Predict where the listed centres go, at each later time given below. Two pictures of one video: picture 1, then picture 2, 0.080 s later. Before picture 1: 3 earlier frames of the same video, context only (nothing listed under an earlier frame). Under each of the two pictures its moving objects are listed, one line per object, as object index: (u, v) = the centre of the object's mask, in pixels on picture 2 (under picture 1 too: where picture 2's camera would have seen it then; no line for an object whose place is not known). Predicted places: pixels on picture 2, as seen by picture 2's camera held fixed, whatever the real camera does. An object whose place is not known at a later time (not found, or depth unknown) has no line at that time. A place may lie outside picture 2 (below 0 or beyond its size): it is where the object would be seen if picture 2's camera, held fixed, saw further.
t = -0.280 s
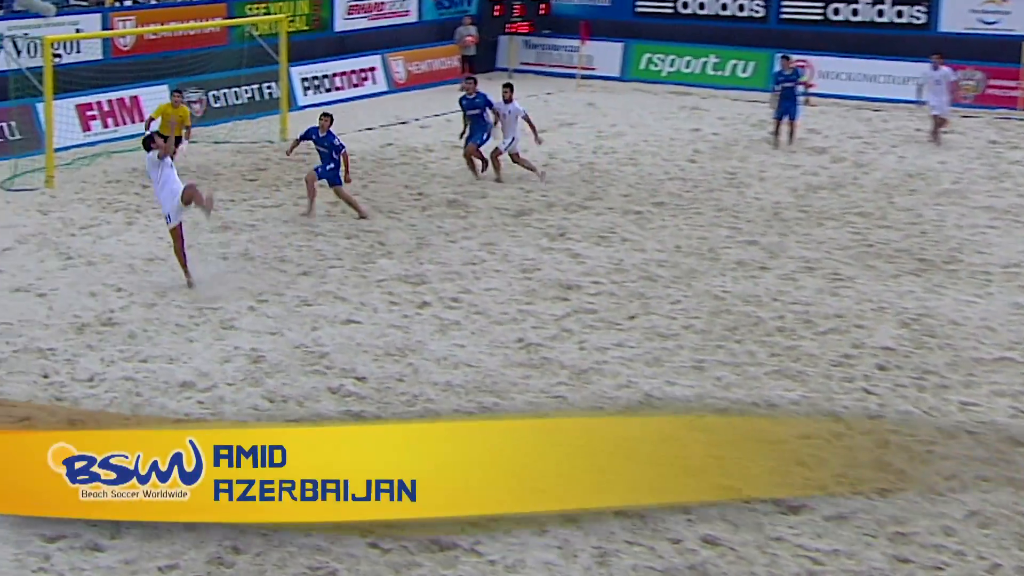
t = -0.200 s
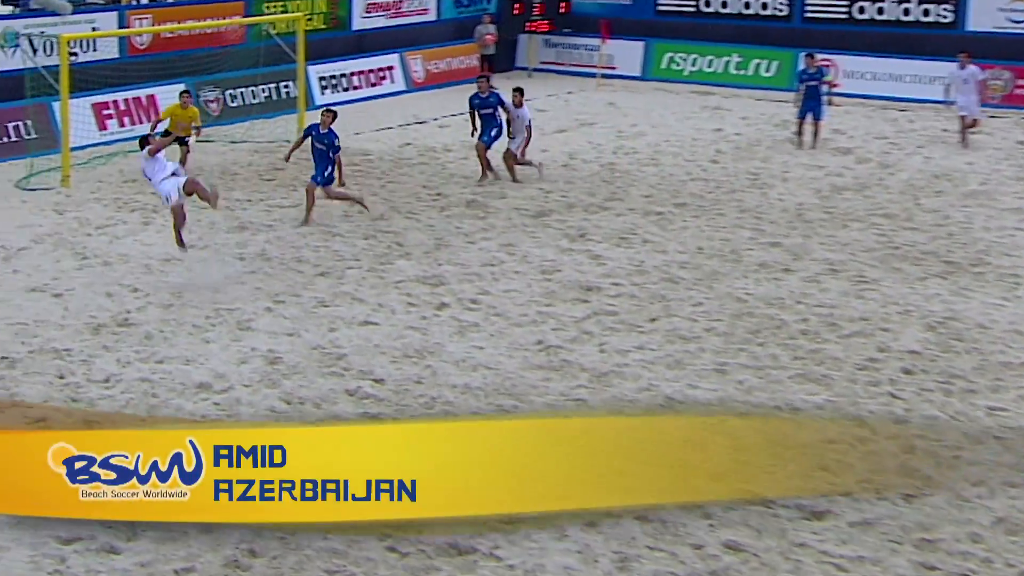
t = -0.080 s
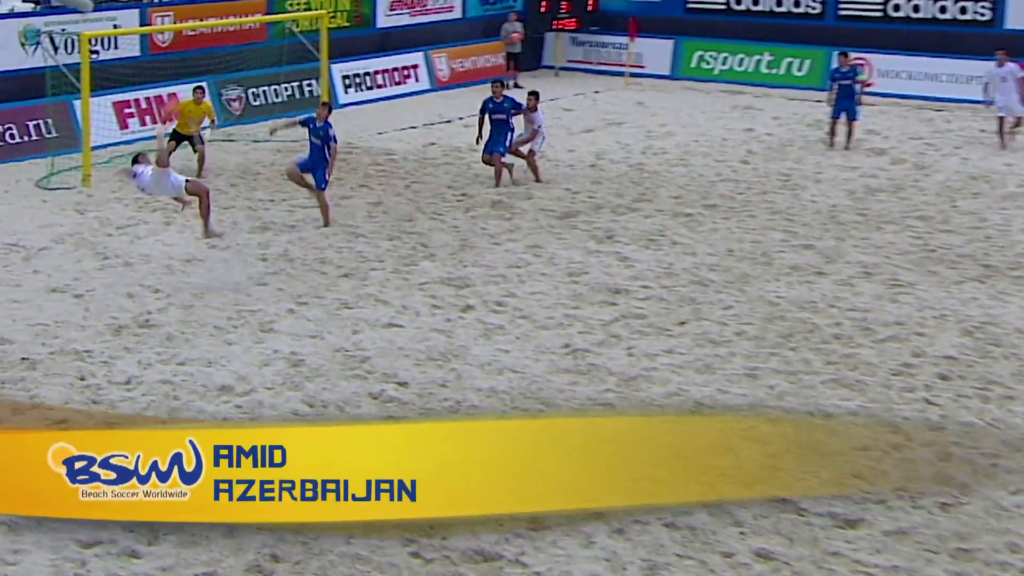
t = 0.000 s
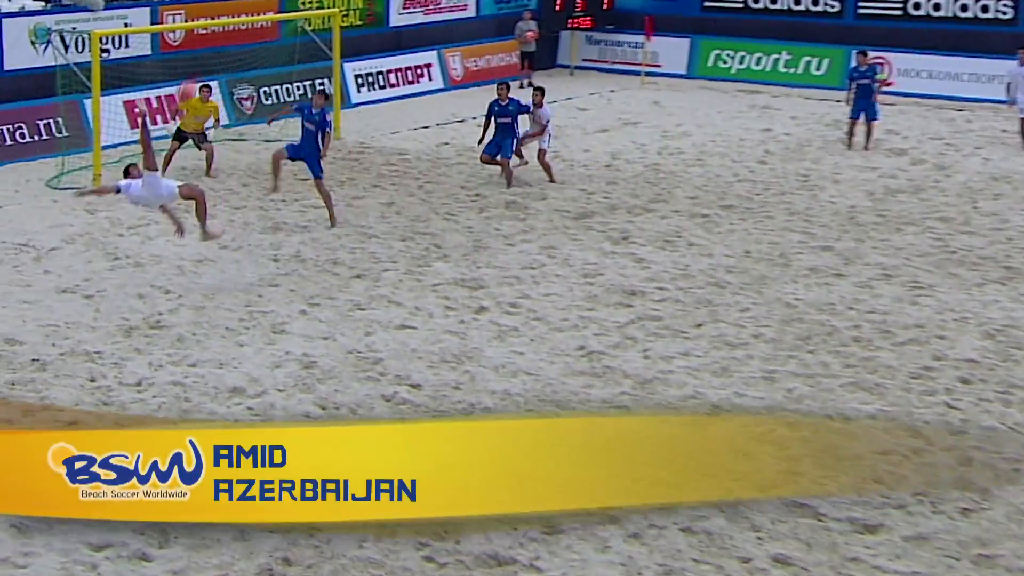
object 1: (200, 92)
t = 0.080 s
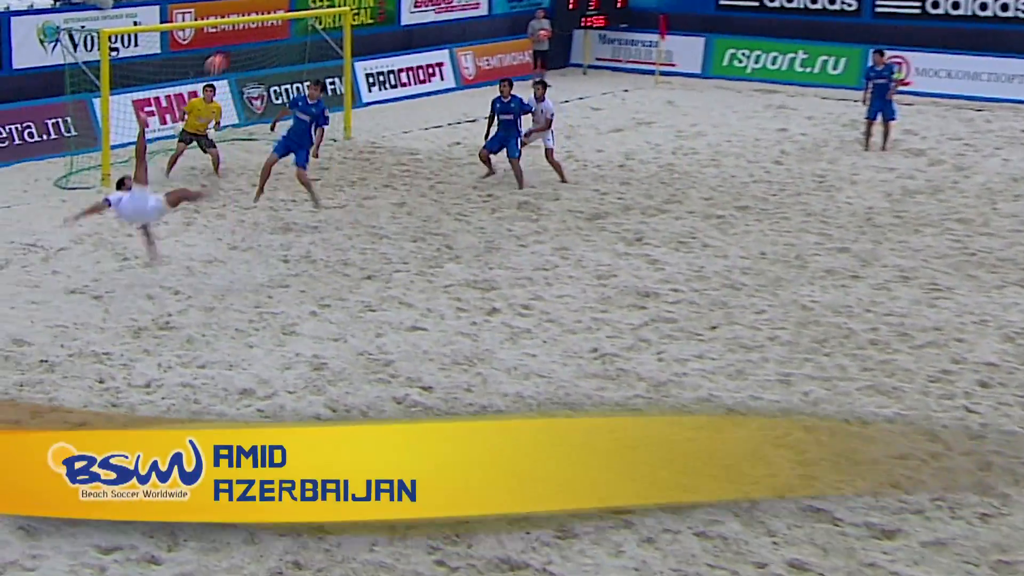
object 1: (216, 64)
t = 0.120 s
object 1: (224, 54)
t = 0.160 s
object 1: (232, 45)
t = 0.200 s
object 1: (237, 40)
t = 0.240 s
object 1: (244, 35)
